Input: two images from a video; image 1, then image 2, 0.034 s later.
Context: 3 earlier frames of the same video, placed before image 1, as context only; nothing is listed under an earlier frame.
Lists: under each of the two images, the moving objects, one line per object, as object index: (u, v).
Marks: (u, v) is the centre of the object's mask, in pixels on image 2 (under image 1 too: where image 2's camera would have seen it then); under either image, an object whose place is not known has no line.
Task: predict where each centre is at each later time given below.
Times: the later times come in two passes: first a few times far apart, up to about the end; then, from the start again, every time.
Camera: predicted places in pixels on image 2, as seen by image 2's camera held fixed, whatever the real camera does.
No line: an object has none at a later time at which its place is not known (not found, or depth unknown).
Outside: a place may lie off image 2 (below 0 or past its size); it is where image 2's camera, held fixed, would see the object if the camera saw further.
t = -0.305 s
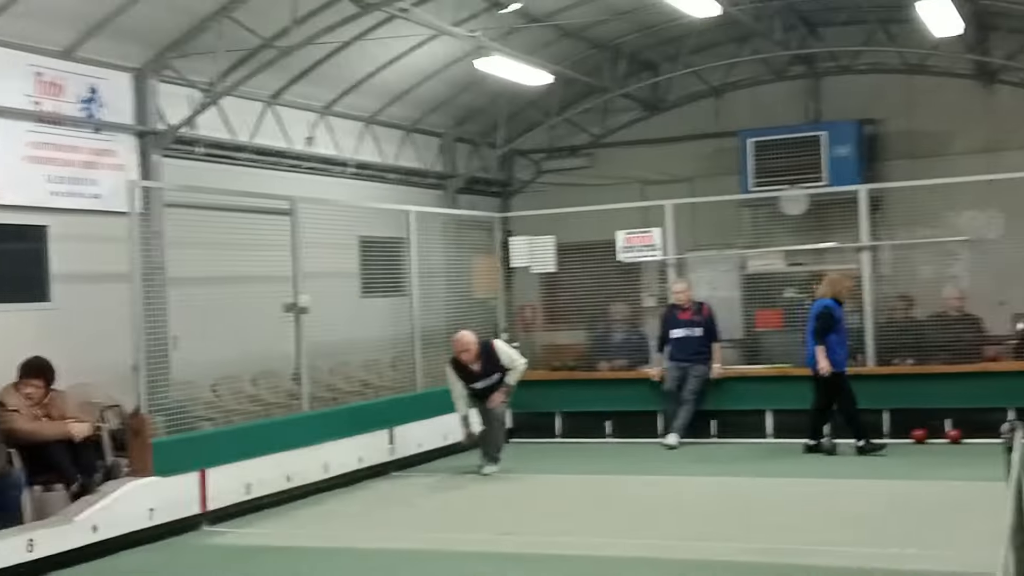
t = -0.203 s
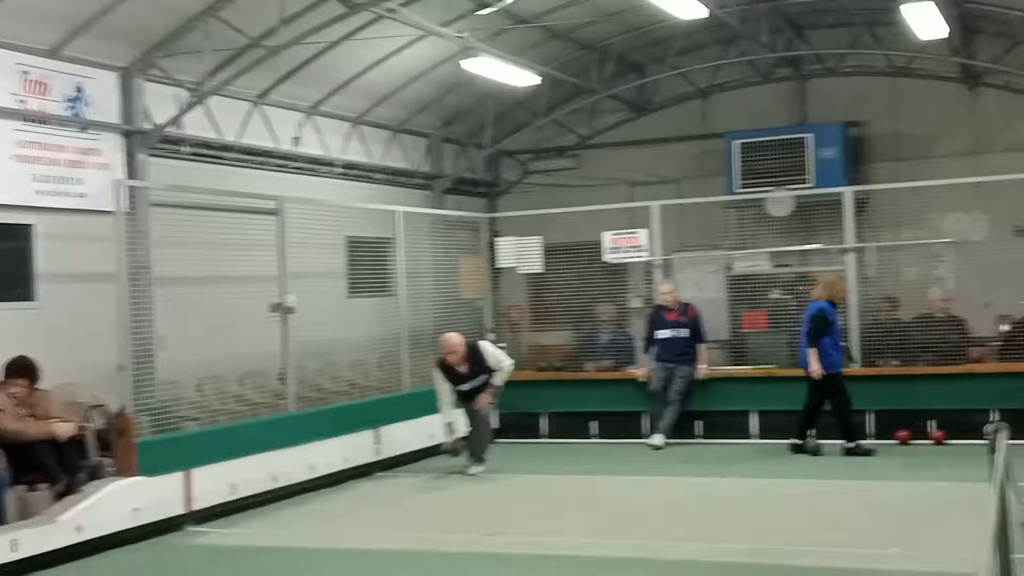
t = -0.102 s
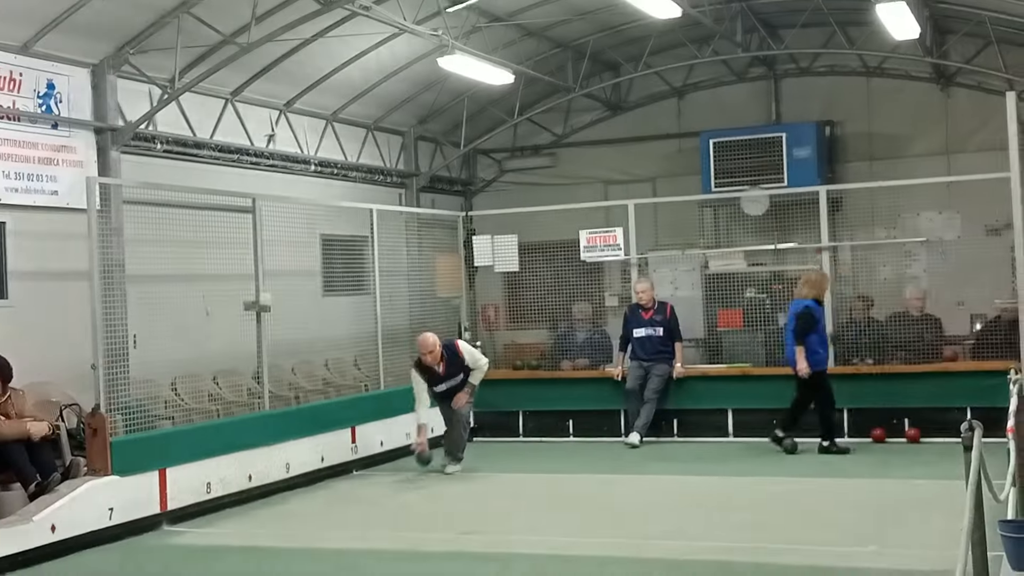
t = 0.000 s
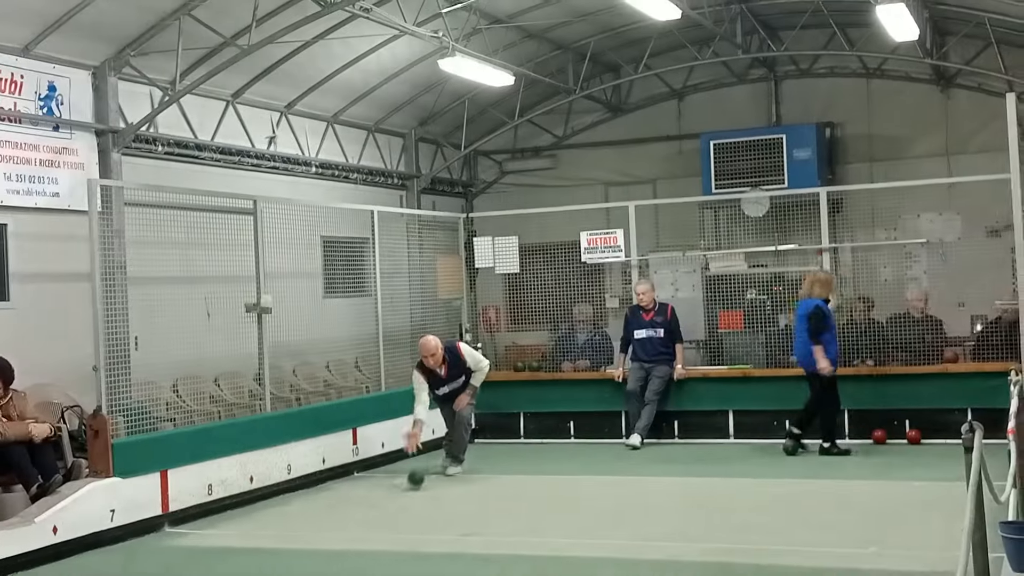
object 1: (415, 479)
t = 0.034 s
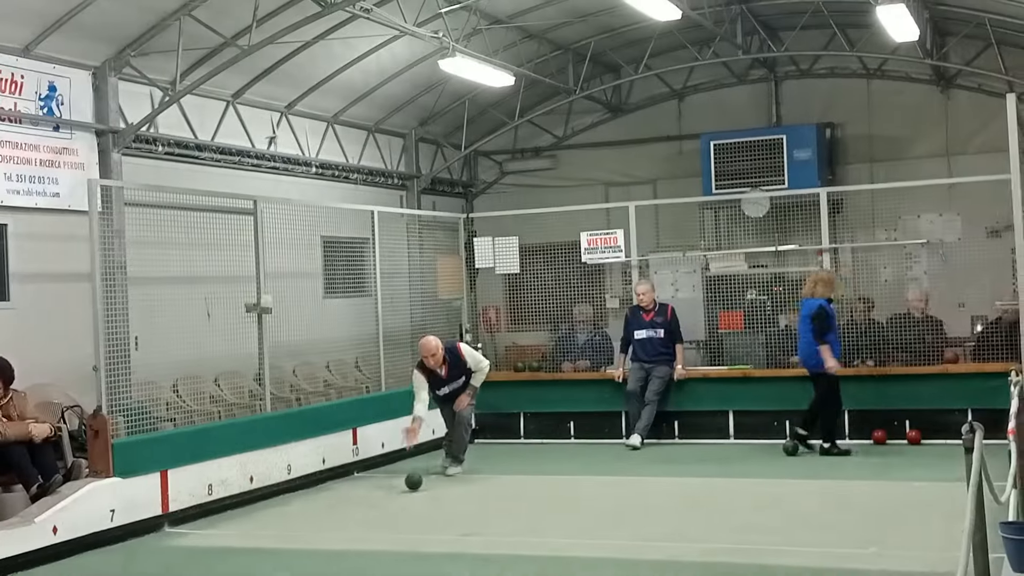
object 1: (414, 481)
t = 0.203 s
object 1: (403, 491)
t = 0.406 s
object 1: (389, 502)
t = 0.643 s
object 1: (371, 515)
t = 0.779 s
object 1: (359, 524)
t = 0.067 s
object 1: (411, 482)
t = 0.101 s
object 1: (409, 484)
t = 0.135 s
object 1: (408, 487)
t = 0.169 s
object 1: (405, 489)
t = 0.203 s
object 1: (403, 491)
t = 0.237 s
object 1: (401, 493)
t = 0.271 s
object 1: (398, 494)
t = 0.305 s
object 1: (396, 496)
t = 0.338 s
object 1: (394, 498)
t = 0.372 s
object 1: (391, 500)
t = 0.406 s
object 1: (389, 502)
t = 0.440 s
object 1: (386, 504)
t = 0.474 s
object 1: (384, 505)
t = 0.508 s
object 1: (381, 507)
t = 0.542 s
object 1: (379, 509)
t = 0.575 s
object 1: (376, 511)
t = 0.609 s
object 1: (374, 513)
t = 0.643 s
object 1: (371, 515)
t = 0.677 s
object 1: (368, 518)
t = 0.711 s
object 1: (365, 520)
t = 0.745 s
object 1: (362, 522)
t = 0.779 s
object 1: (359, 524)
